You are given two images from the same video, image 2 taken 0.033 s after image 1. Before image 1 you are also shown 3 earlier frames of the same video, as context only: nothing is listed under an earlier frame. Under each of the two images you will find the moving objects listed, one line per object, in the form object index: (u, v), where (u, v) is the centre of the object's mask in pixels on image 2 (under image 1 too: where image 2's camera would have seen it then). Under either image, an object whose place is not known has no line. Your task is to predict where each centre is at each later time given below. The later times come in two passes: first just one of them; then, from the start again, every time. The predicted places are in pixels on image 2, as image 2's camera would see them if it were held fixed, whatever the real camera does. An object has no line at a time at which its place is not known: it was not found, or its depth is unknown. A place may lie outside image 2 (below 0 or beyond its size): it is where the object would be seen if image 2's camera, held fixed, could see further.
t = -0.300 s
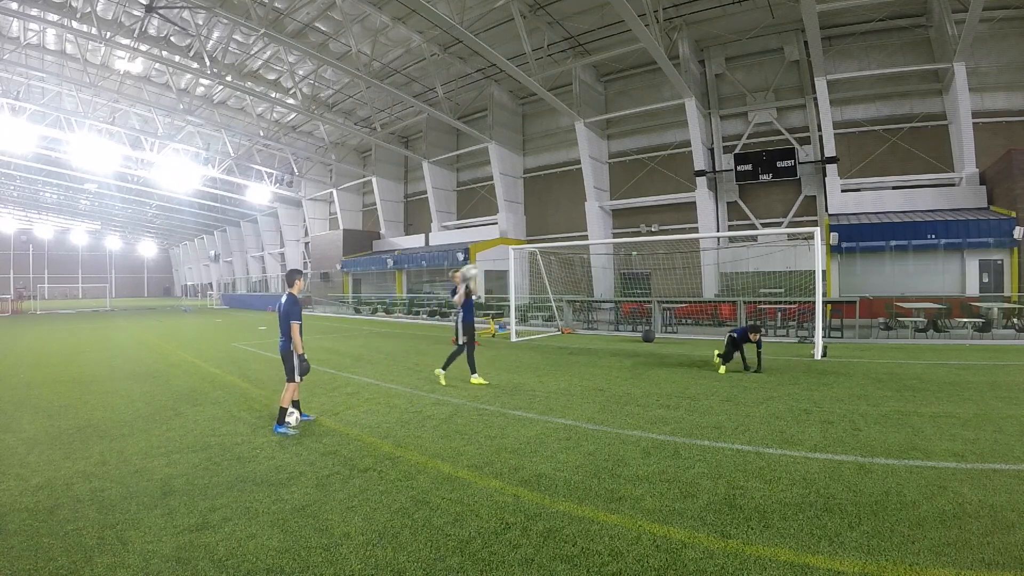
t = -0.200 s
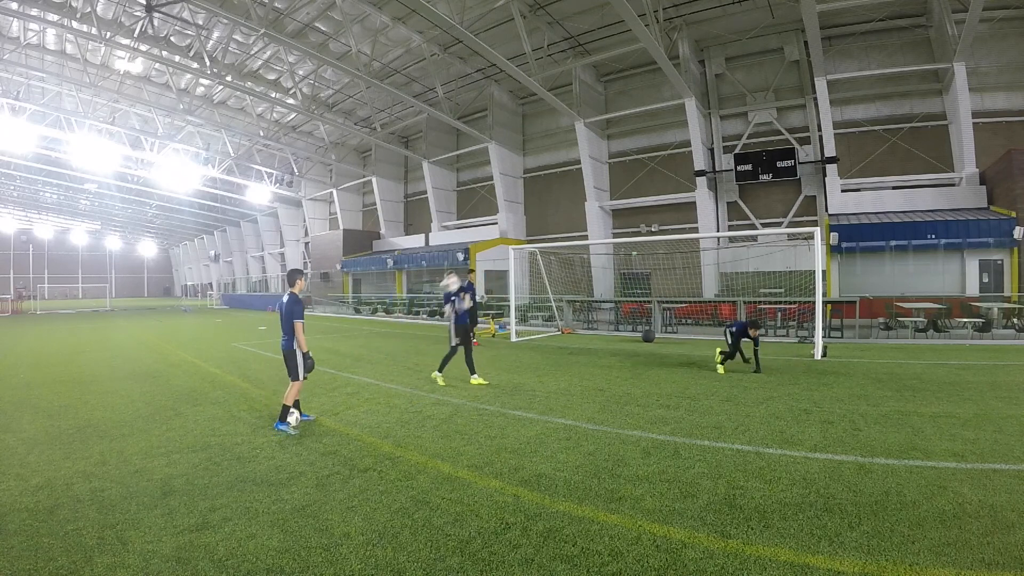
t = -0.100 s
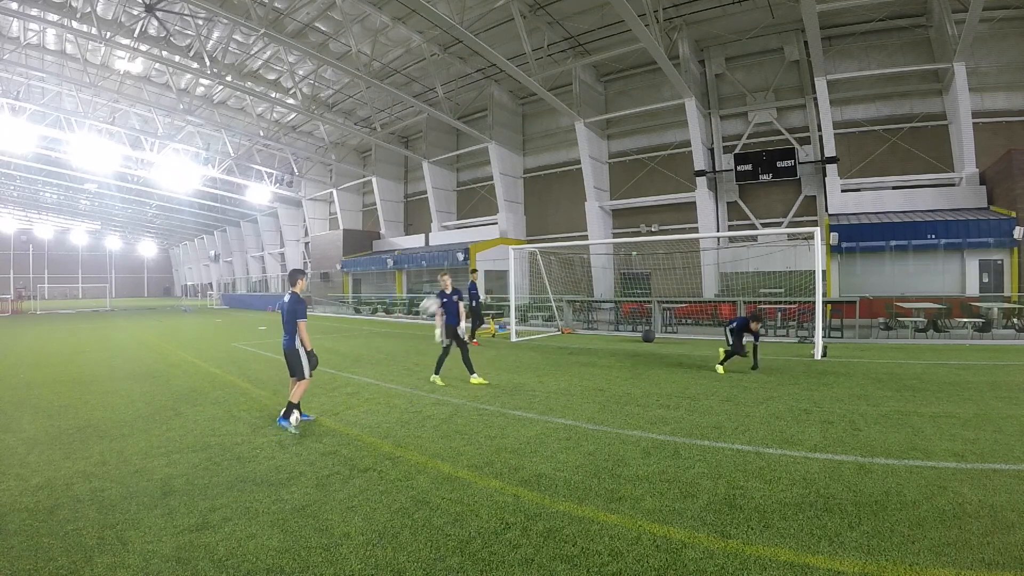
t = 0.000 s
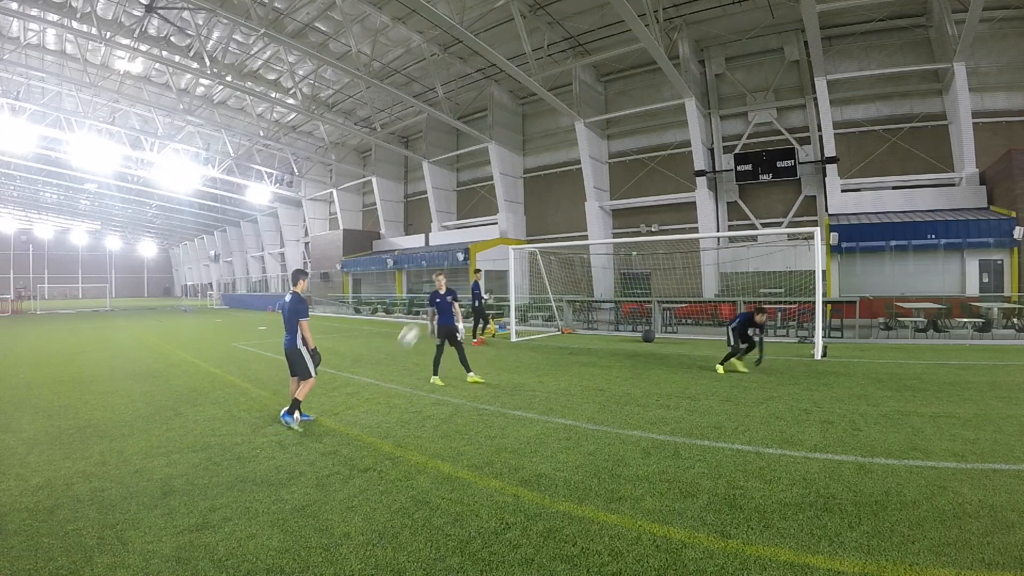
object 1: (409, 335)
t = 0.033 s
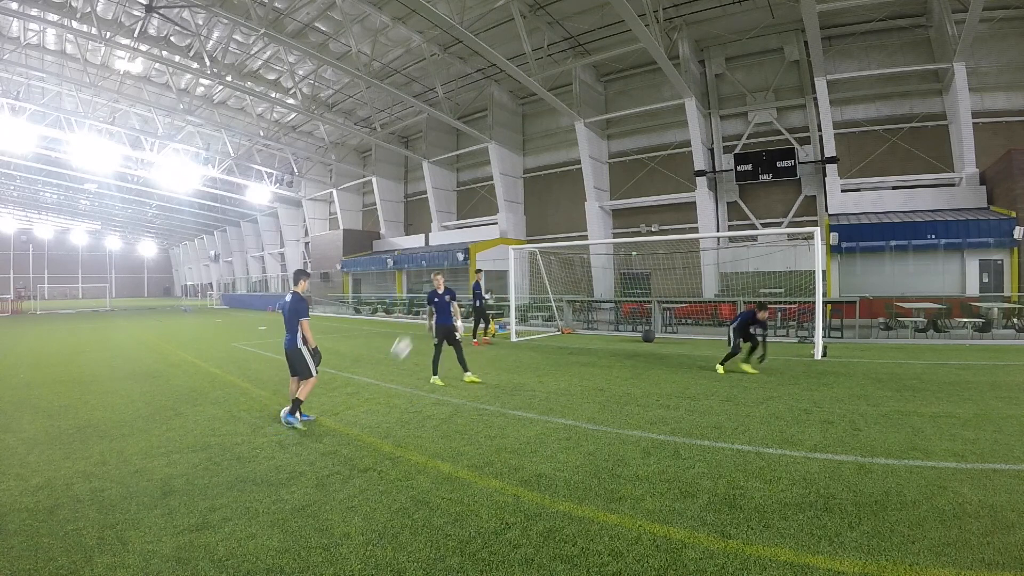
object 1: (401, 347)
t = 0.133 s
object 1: (381, 390)
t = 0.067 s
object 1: (395, 360)
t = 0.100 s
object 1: (388, 374)
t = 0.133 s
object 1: (381, 390)
